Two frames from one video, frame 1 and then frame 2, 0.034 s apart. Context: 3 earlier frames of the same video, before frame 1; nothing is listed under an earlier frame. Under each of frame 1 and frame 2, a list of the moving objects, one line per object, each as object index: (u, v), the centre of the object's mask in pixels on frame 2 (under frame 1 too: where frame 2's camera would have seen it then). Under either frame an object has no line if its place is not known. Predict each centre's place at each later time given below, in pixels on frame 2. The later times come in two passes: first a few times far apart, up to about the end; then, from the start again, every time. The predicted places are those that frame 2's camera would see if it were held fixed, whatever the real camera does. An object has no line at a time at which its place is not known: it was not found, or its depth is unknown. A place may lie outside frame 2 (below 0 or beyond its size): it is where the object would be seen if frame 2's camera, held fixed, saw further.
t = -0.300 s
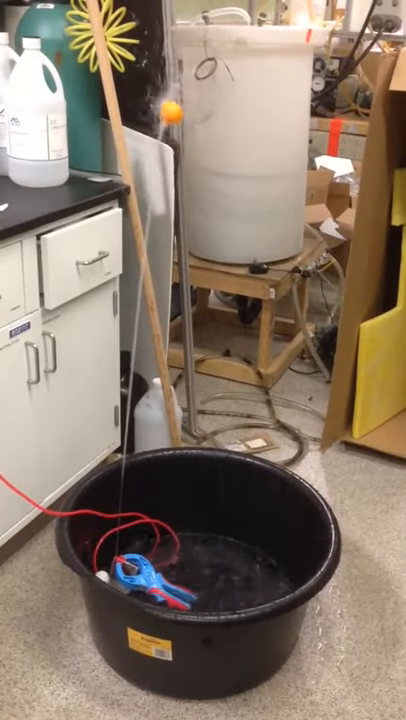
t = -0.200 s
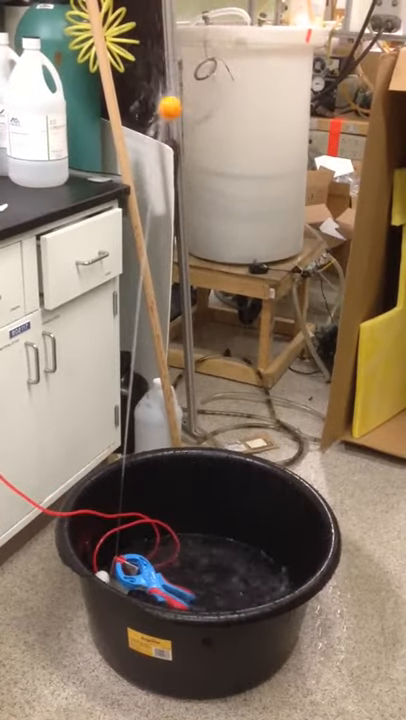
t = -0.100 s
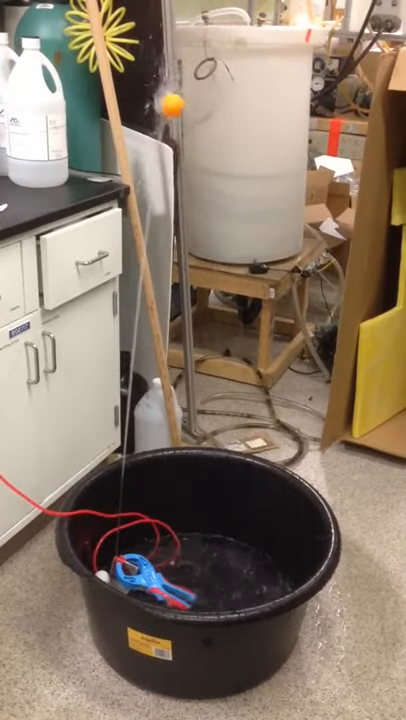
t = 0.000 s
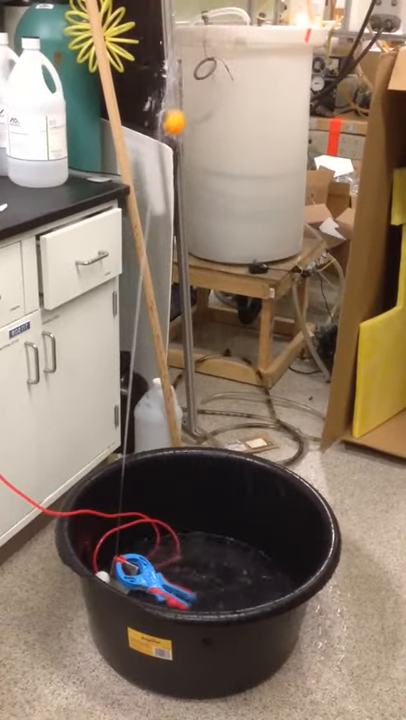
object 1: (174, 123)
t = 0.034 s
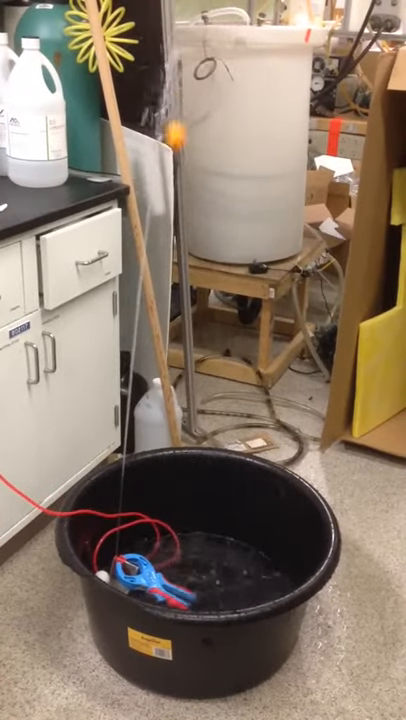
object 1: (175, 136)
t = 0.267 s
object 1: (179, 356)
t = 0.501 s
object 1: (214, 549)
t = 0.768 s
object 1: (271, 557)
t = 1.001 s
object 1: (254, 593)
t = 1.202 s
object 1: (271, 598)
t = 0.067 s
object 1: (177, 154)
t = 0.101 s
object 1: (179, 178)
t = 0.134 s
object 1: (180, 206)
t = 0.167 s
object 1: (180, 239)
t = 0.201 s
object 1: (180, 276)
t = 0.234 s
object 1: (179, 317)
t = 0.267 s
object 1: (179, 356)
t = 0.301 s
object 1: (181, 393)
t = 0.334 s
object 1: (180, 448)
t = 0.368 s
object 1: (179, 491)
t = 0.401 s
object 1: (177, 538)
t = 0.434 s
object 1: (178, 569)
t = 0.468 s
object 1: (196, 561)
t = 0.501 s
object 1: (214, 549)
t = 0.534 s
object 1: (231, 538)
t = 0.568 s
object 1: (249, 532)
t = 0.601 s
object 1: (266, 529)
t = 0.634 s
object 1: (282, 531)
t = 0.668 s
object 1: (292, 535)
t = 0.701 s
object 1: (286, 538)
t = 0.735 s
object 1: (279, 546)
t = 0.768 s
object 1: (271, 557)
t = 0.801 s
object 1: (263, 572)
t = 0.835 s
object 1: (256, 587)
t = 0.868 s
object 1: (252, 596)
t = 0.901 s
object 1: (251, 597)
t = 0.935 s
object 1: (252, 596)
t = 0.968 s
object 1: (253, 593)
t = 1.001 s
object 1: (254, 593)
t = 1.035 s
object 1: (254, 593)
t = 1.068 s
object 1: (256, 595)
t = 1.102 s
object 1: (259, 595)
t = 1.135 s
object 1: (264, 597)
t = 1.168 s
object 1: (267, 598)
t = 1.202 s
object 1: (271, 598)
